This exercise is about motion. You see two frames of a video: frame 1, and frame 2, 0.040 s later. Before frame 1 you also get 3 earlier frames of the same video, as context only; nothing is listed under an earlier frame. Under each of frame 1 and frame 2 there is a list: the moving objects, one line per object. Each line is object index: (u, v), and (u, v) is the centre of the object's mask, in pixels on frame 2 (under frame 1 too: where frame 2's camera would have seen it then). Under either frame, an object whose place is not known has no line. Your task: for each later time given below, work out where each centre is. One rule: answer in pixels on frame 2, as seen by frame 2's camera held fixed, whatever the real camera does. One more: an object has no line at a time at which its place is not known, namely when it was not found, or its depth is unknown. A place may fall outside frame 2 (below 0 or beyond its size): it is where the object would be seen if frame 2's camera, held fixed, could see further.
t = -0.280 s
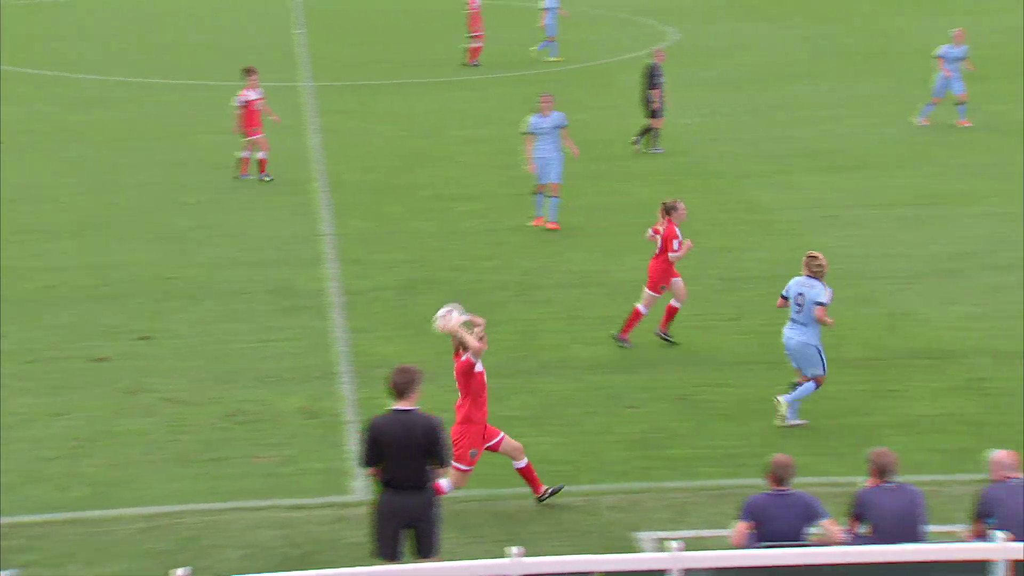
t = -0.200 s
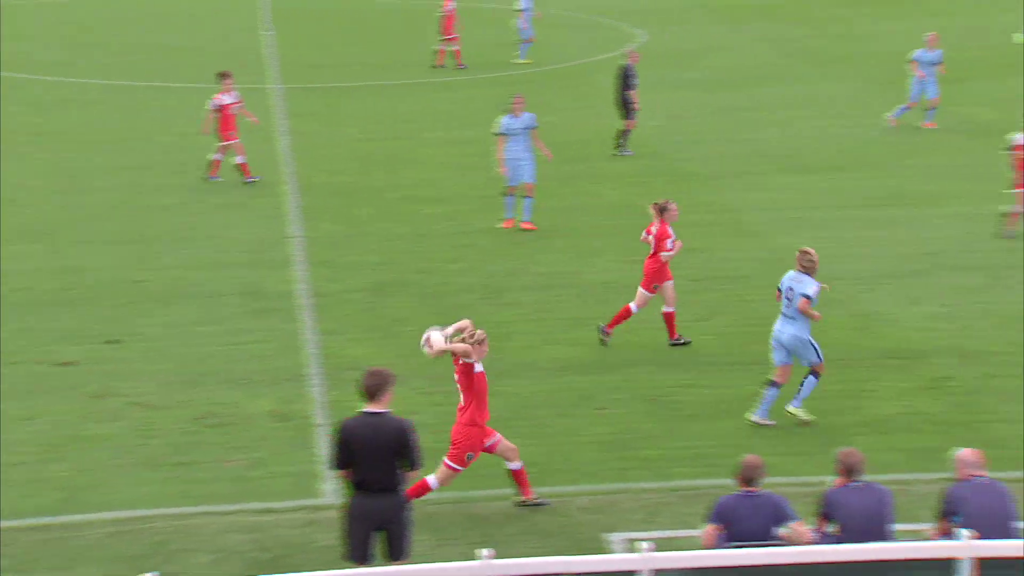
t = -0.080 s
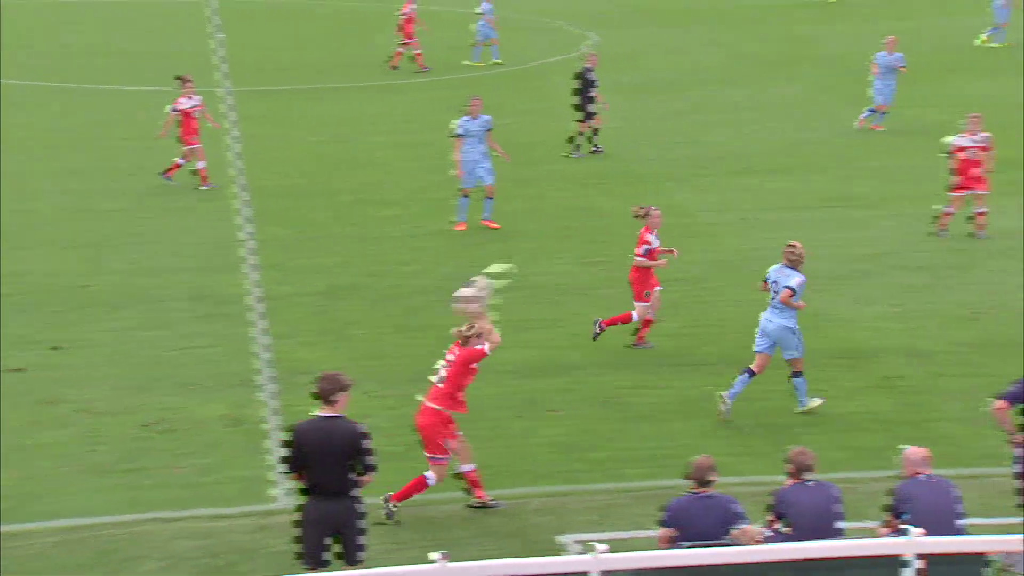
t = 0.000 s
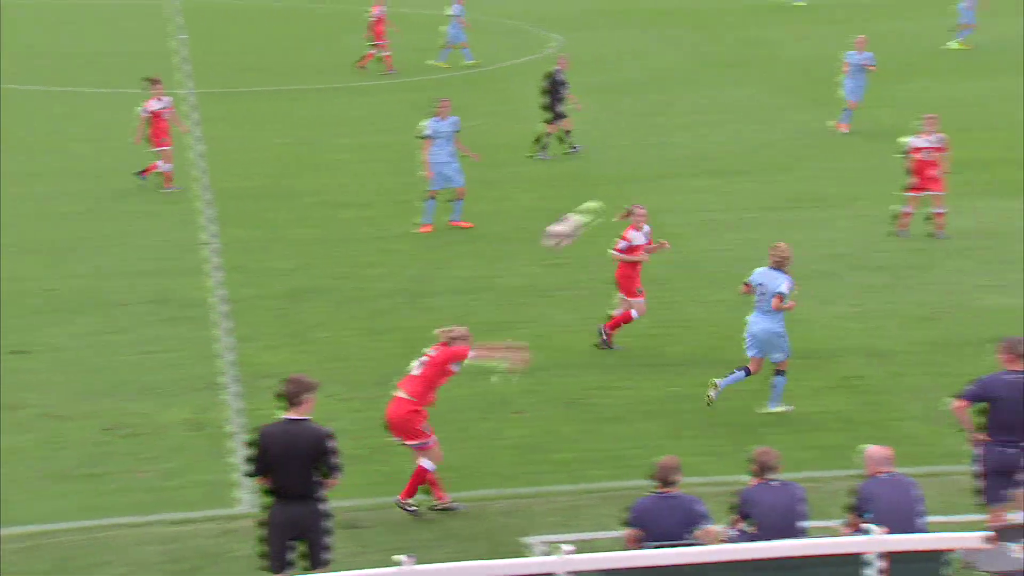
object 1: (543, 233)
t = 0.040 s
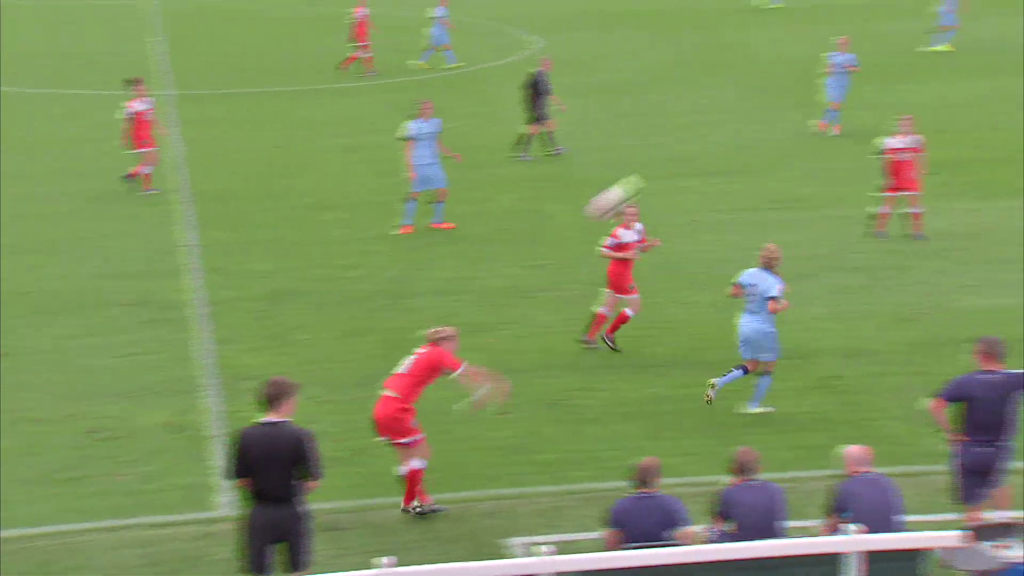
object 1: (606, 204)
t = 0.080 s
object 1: (666, 176)
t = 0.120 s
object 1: (728, 151)
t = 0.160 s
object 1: (787, 130)
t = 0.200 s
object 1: (847, 109)
